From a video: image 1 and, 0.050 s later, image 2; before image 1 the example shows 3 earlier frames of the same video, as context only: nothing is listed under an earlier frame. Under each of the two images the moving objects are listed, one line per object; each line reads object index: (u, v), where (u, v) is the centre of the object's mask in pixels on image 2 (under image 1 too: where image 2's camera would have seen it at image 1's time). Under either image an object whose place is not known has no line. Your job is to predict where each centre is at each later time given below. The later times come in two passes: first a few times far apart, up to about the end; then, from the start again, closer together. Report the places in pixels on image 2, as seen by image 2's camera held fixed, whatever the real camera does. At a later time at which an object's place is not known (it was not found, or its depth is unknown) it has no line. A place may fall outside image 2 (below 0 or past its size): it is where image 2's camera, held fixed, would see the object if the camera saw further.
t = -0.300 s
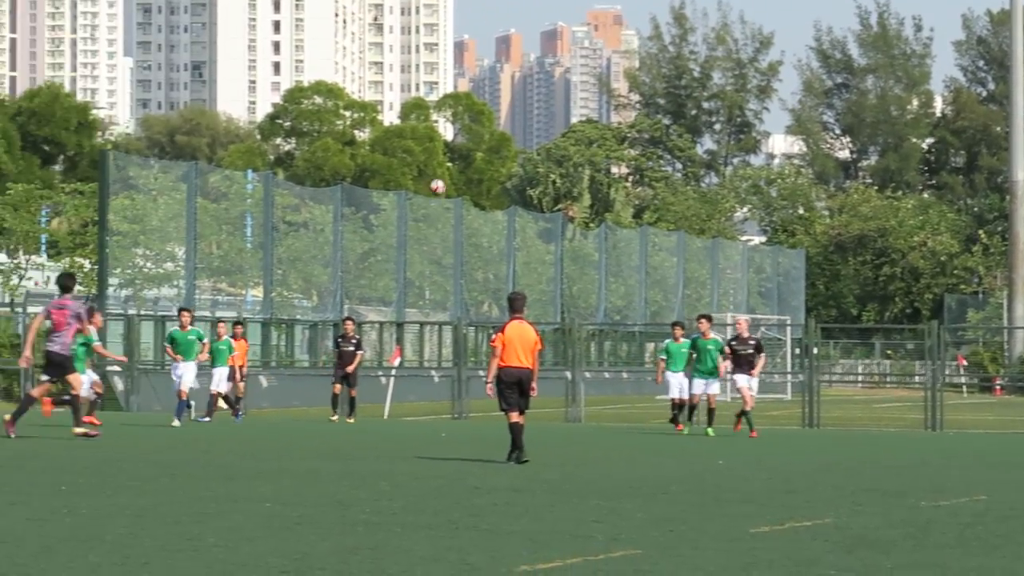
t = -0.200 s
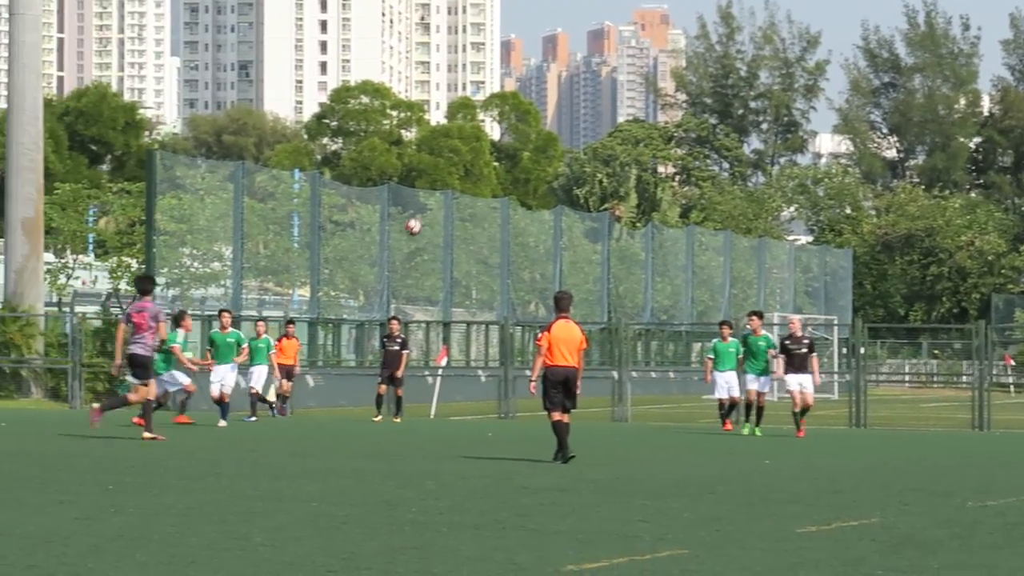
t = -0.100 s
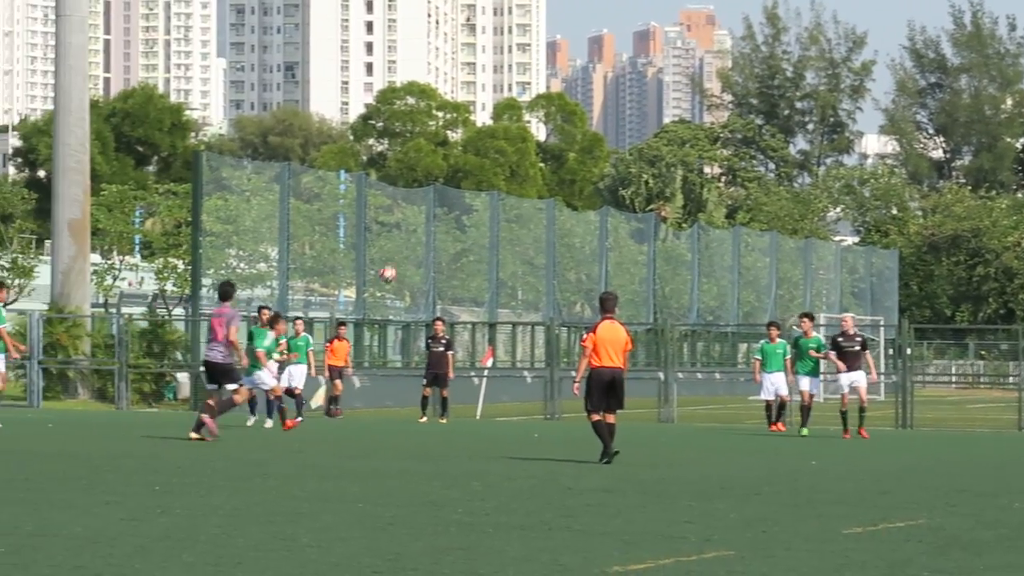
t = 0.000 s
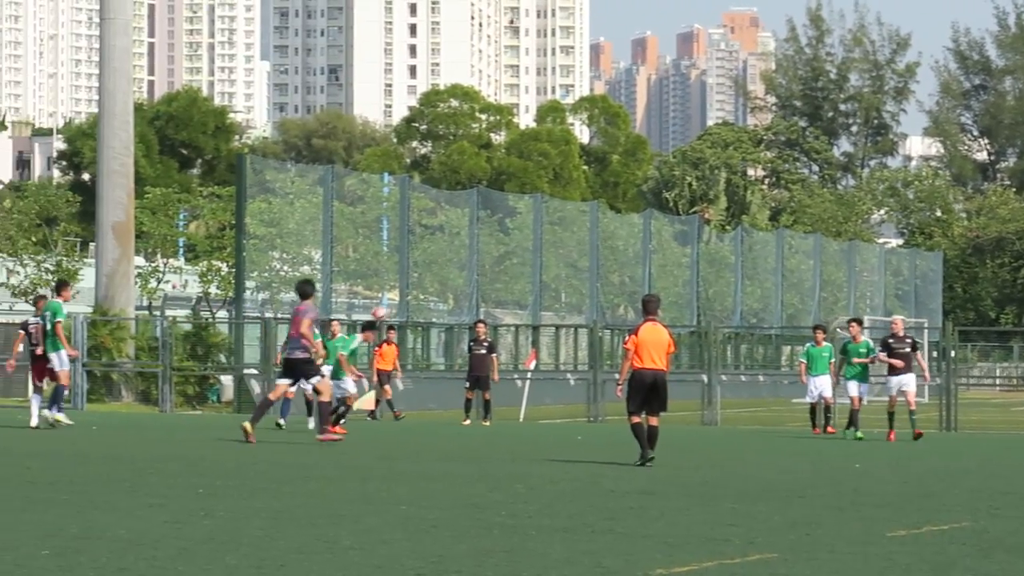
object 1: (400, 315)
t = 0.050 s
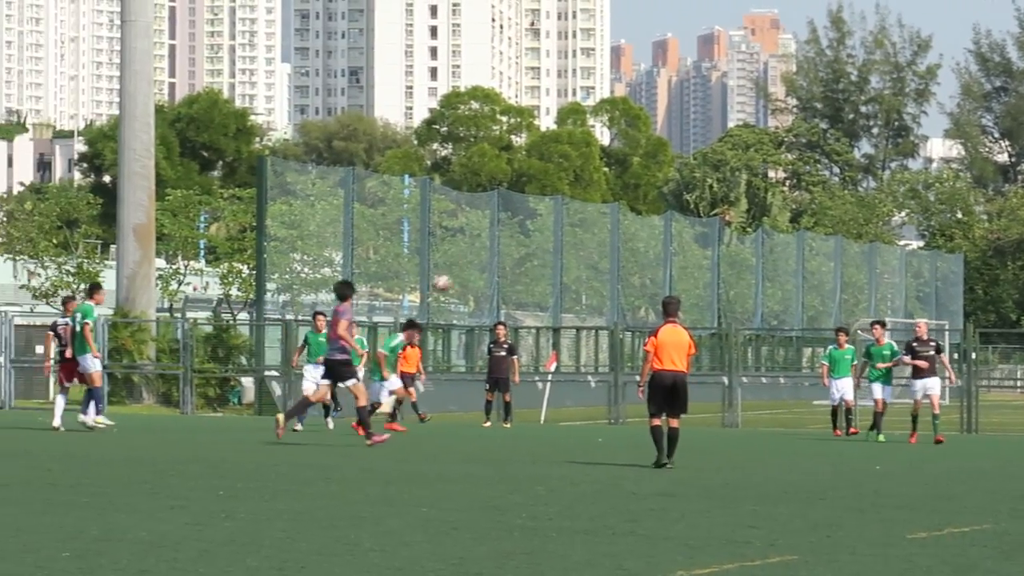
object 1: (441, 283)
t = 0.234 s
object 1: (591, 178)
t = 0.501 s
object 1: (808, 67)
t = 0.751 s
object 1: (1023, 12)
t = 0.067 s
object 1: (456, 272)
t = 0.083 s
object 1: (469, 262)
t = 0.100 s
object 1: (483, 252)
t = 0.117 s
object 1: (496, 242)
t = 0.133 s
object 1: (509, 232)
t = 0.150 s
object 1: (524, 223)
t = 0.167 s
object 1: (538, 214)
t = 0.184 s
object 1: (552, 204)
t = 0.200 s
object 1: (565, 196)
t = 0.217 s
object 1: (578, 187)
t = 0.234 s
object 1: (591, 178)
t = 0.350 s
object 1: (685, 124)
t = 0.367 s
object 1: (699, 117)
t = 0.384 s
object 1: (713, 110)
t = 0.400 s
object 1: (726, 104)
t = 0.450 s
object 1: (766, 85)
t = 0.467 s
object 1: (780, 80)
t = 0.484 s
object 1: (793, 73)
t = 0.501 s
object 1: (808, 67)
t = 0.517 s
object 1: (823, 62)
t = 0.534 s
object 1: (835, 56)
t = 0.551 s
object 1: (851, 52)
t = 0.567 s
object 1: (864, 47)
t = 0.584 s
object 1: (878, 44)
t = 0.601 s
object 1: (893, 40)
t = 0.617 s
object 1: (907, 36)
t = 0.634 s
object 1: (922, 32)
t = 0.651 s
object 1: (936, 28)
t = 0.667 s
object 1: (950, 25)
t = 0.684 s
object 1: (965, 22)
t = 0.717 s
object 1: (994, 17)
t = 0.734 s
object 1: (1008, 14)
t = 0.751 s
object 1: (1023, 12)
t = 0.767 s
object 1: (1038, 11)
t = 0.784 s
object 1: (1052, 9)
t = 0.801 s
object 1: (1066, 7)
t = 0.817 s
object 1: (1081, 6)
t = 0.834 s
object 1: (1096, 5)
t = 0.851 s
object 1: (1111, 5)
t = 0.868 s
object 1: (1126, 4)
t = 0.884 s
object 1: (1141, 3)
